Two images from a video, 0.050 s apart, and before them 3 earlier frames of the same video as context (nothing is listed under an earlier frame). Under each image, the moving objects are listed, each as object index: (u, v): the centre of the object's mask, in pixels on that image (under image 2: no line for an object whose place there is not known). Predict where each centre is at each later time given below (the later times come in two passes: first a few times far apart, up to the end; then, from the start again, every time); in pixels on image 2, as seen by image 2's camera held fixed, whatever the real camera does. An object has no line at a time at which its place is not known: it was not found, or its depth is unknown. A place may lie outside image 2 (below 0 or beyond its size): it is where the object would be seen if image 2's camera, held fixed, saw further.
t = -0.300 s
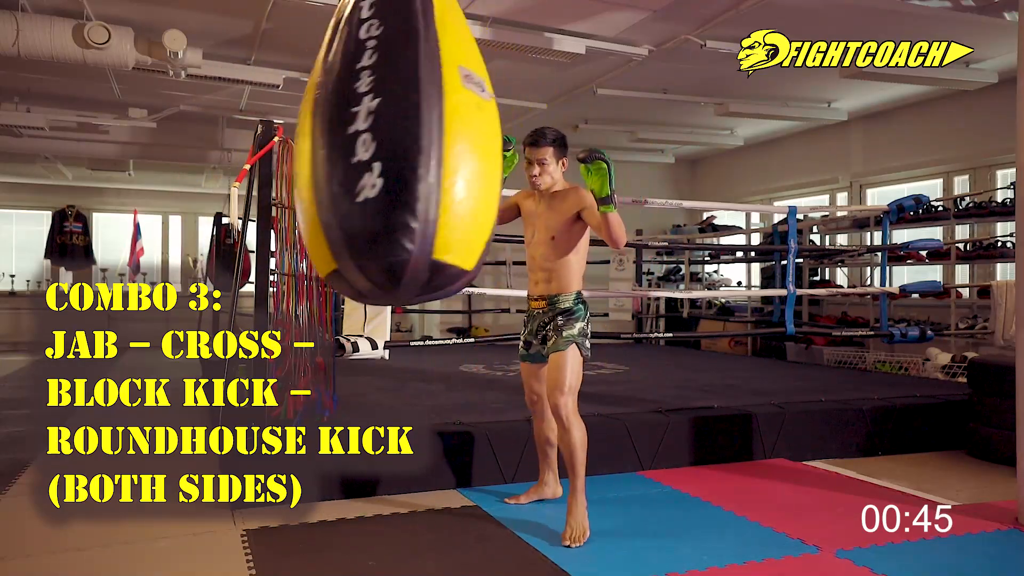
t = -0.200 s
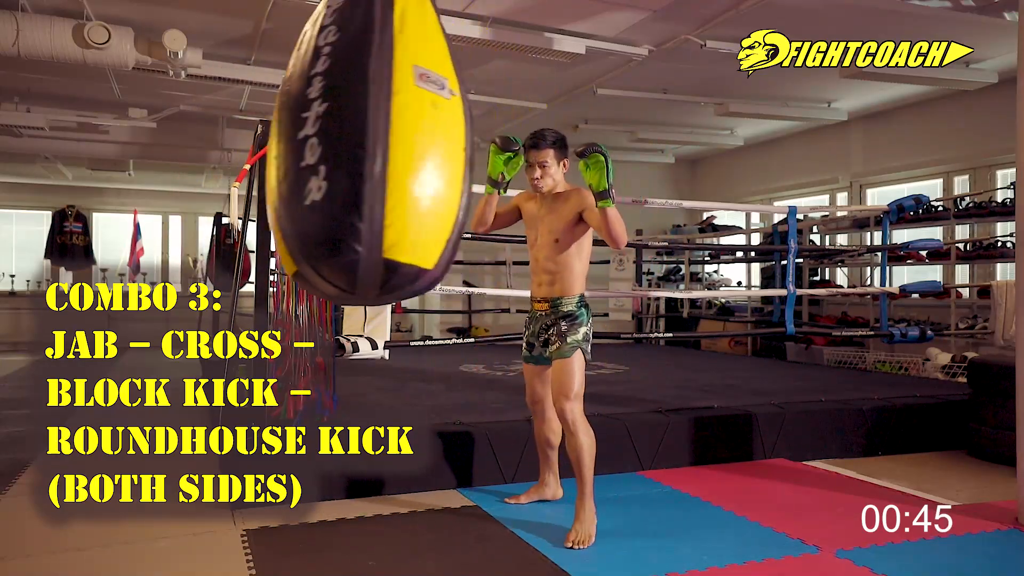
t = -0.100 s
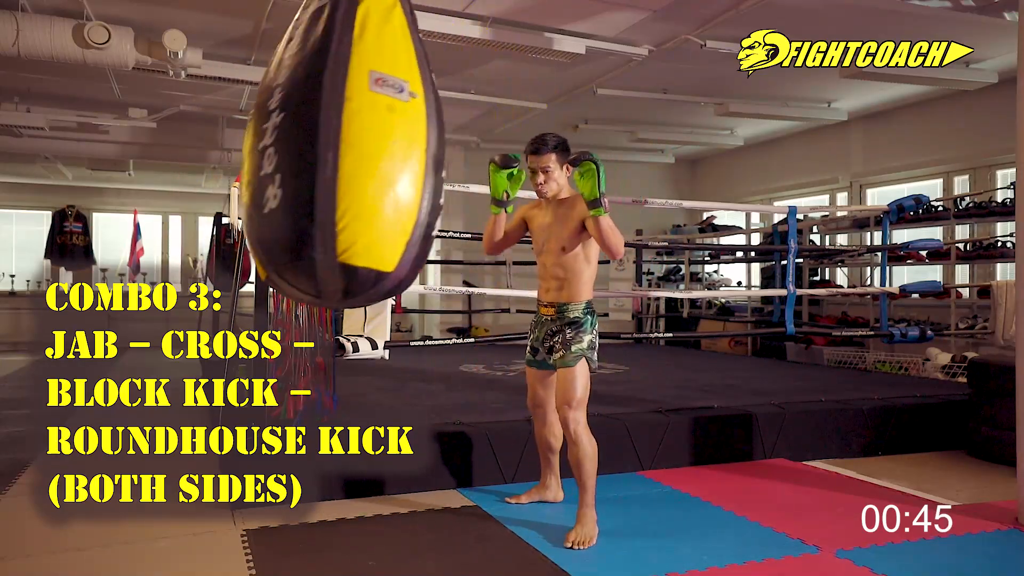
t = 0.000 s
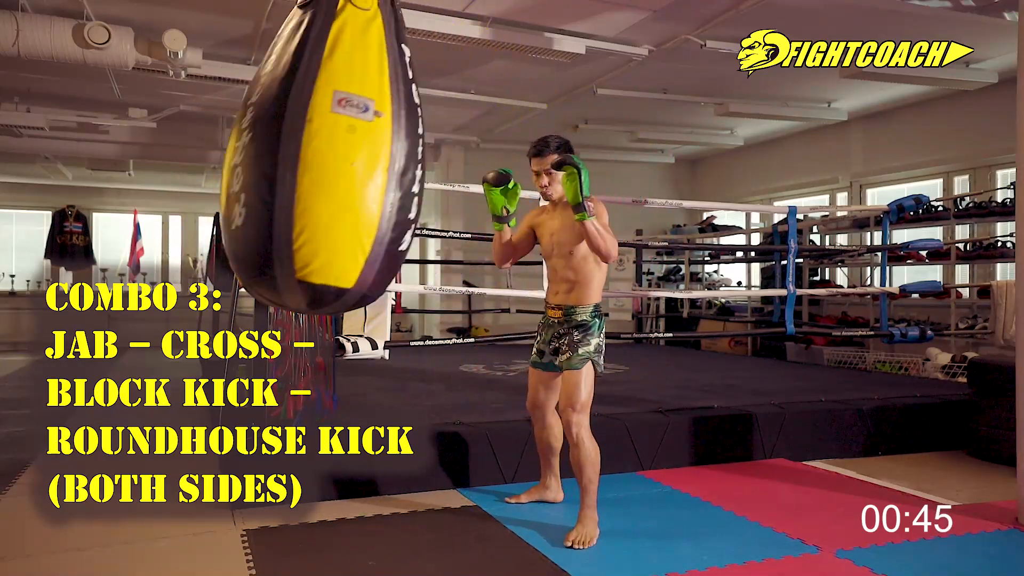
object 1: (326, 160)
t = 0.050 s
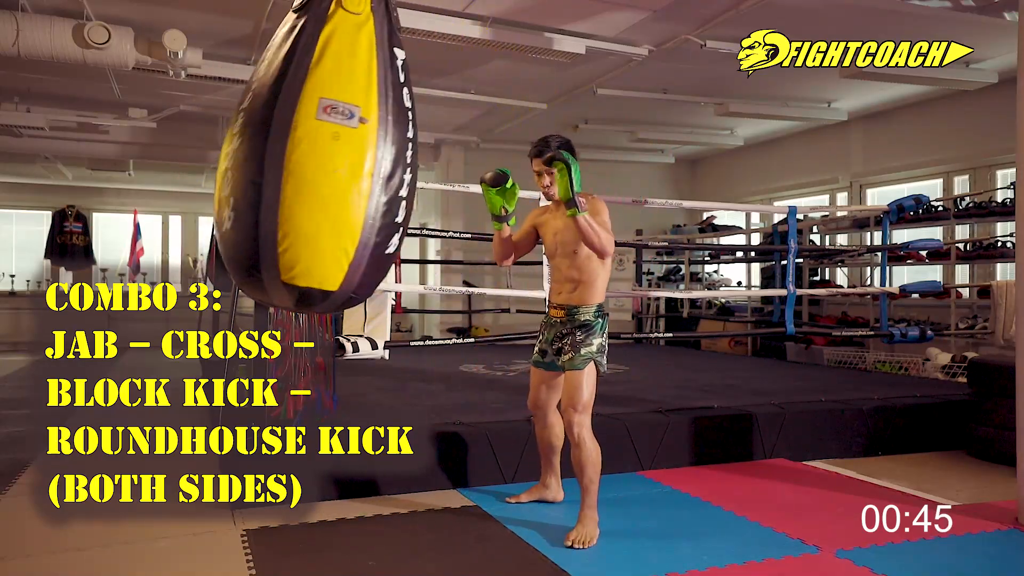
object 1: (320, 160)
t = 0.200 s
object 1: (310, 163)
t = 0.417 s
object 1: (321, 160)
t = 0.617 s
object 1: (346, 158)
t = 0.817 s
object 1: (381, 160)
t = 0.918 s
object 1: (399, 161)
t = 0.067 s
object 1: (319, 160)
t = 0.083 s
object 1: (317, 159)
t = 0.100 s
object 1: (316, 159)
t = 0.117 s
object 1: (314, 160)
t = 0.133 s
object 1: (313, 160)
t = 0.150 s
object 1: (312, 161)
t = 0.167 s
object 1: (311, 161)
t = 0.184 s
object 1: (310, 162)
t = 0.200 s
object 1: (310, 163)
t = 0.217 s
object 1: (310, 164)
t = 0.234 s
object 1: (310, 164)
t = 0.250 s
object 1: (310, 164)
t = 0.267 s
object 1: (310, 163)
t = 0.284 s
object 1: (311, 163)
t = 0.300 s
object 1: (312, 162)
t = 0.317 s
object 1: (313, 162)
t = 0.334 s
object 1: (314, 161)
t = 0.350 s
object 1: (315, 160)
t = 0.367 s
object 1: (316, 160)
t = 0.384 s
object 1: (318, 160)
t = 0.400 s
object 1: (320, 159)
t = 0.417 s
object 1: (321, 160)
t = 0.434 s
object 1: (322, 160)
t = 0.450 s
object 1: (324, 161)
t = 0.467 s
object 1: (326, 161)
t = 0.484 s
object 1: (327, 161)
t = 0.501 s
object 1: (330, 161)
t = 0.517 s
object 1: (332, 161)
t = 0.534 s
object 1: (334, 161)
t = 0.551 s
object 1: (336, 161)
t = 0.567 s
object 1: (339, 160)
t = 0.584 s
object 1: (342, 159)
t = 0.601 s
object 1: (344, 159)
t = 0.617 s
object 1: (346, 158)
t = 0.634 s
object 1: (349, 158)
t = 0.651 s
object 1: (352, 158)
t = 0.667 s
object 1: (355, 158)
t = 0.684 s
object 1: (357, 159)
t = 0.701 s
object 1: (360, 159)
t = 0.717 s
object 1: (363, 159)
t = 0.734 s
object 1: (366, 160)
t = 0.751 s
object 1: (369, 160)
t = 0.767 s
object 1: (371, 161)
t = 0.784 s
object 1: (375, 161)
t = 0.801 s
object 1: (378, 160)
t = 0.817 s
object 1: (381, 160)
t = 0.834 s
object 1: (384, 160)
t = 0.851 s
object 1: (387, 161)
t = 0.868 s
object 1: (390, 161)
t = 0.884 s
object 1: (393, 160)
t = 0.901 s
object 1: (396, 160)
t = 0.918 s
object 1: (399, 161)
